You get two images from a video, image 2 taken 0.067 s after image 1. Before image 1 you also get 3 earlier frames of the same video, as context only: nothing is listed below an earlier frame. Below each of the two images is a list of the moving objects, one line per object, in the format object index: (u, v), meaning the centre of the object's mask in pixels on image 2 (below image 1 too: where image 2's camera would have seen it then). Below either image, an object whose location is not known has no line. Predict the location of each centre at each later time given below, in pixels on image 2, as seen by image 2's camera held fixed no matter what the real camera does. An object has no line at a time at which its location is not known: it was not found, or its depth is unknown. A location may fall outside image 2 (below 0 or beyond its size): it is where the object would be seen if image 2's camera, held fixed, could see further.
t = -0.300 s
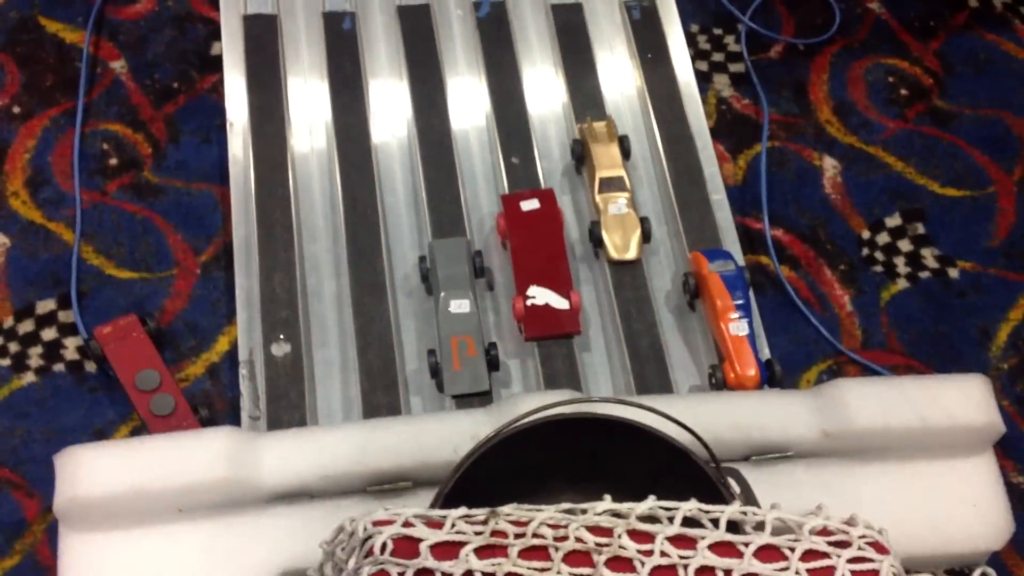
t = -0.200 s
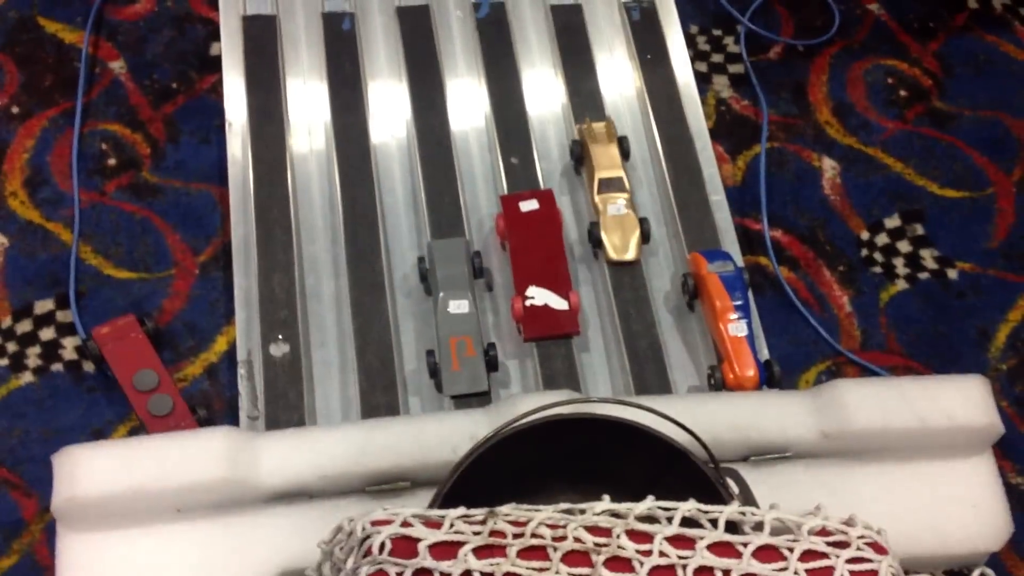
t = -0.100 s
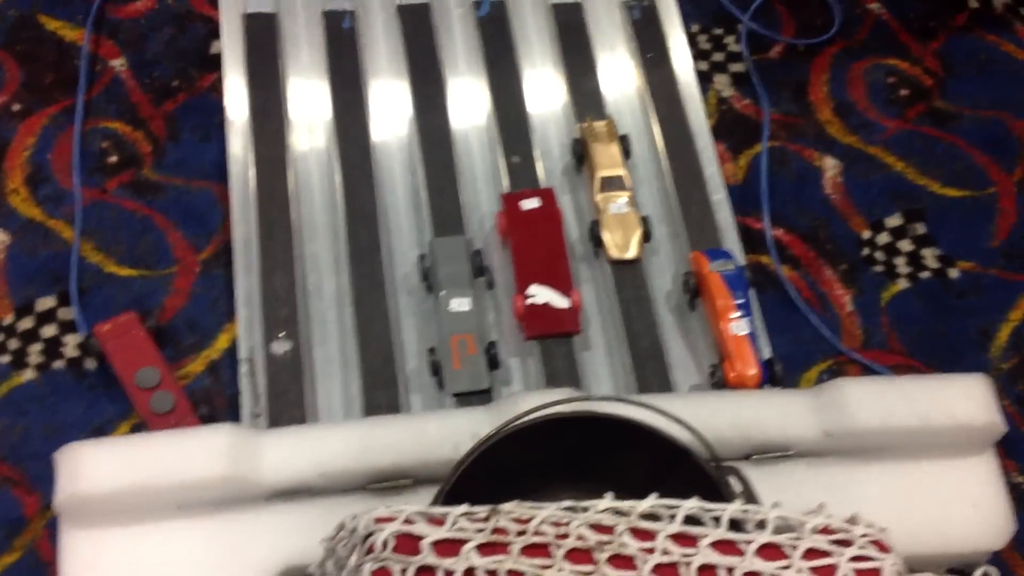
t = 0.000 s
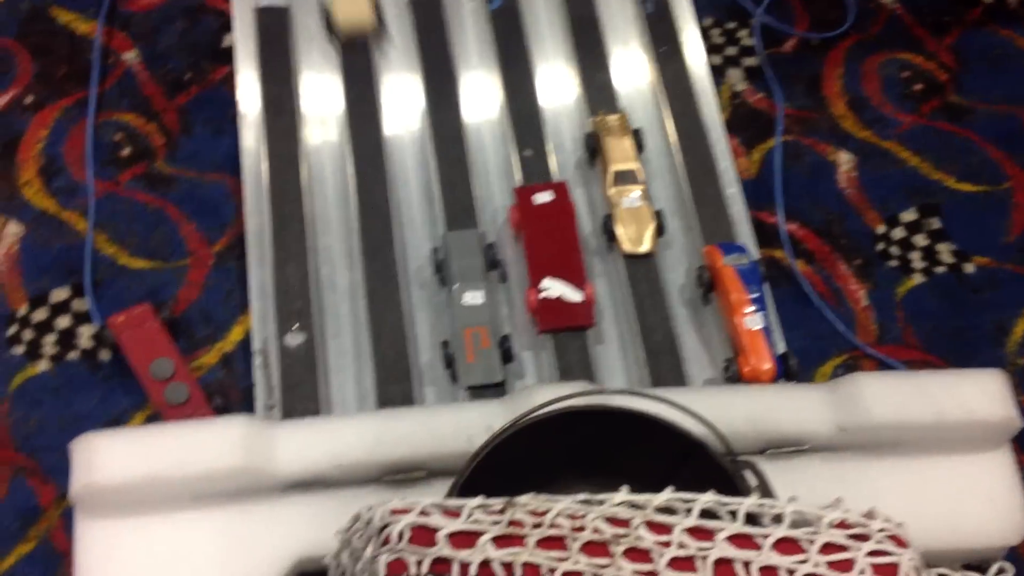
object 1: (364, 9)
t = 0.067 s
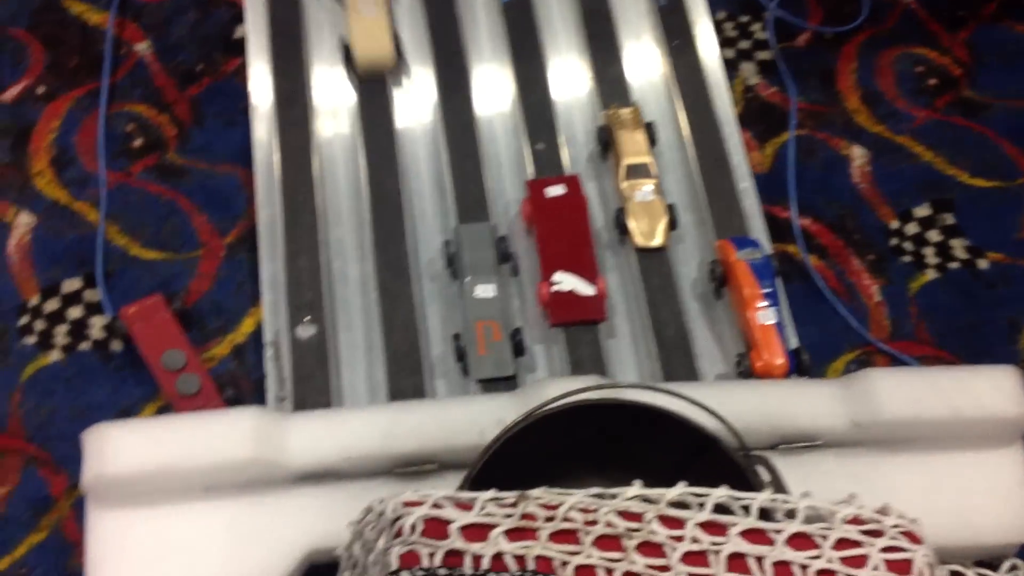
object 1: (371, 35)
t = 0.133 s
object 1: (374, 58)
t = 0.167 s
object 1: (375, 69)
